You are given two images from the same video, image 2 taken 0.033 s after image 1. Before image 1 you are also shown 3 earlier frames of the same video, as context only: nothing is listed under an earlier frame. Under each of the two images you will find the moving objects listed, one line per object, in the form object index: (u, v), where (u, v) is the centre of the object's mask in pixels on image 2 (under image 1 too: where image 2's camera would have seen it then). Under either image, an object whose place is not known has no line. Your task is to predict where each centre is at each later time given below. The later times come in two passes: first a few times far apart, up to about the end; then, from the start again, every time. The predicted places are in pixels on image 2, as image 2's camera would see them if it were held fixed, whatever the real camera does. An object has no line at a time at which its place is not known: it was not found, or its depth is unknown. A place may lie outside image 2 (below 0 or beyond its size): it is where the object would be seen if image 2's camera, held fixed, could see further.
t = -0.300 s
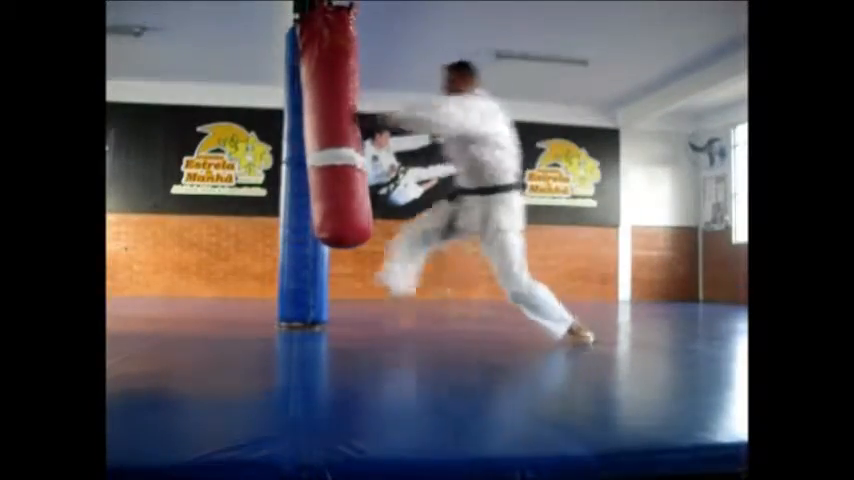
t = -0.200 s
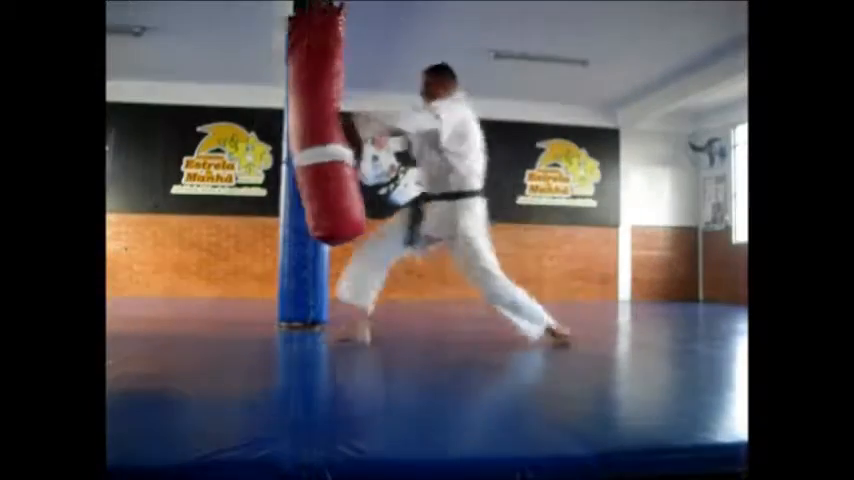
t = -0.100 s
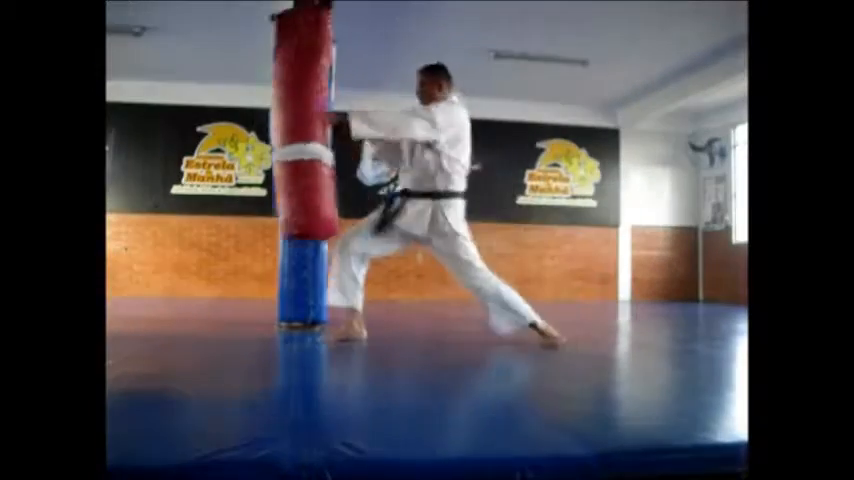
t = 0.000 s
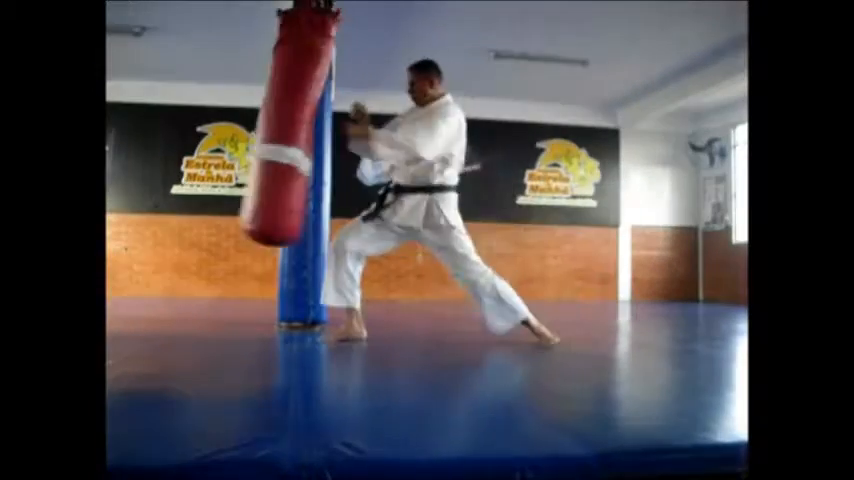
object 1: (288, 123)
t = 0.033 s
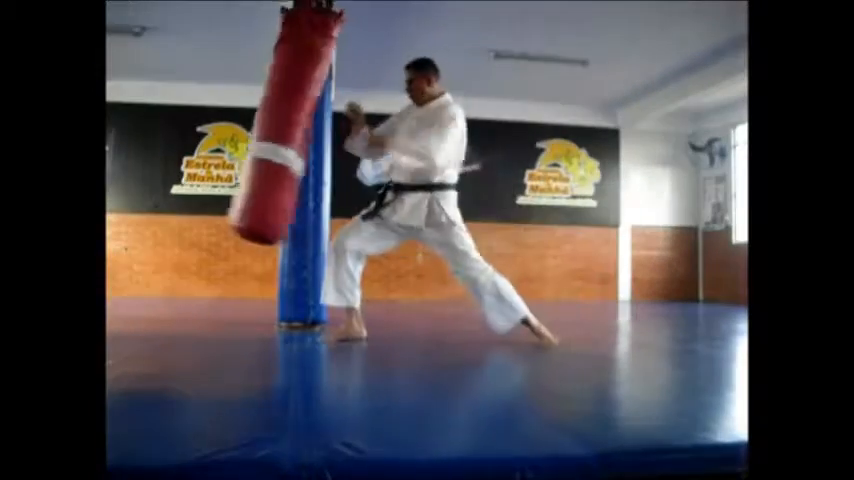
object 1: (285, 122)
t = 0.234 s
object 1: (263, 114)
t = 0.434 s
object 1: (257, 112)
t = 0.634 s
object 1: (274, 117)
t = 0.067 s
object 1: (281, 118)
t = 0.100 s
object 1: (277, 117)
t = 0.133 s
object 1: (274, 116)
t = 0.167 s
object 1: (270, 115)
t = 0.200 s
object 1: (266, 115)
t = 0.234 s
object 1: (263, 114)
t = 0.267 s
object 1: (260, 113)
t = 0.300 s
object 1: (258, 112)
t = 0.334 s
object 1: (256, 112)
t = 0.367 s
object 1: (256, 112)
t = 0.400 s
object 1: (256, 111)
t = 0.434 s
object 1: (257, 112)
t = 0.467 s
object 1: (258, 112)
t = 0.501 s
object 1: (261, 113)
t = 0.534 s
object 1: (264, 114)
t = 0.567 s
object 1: (267, 115)
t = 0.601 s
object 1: (271, 115)
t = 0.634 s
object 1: (274, 117)
